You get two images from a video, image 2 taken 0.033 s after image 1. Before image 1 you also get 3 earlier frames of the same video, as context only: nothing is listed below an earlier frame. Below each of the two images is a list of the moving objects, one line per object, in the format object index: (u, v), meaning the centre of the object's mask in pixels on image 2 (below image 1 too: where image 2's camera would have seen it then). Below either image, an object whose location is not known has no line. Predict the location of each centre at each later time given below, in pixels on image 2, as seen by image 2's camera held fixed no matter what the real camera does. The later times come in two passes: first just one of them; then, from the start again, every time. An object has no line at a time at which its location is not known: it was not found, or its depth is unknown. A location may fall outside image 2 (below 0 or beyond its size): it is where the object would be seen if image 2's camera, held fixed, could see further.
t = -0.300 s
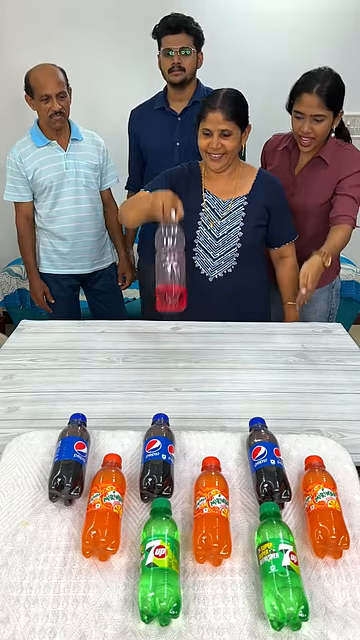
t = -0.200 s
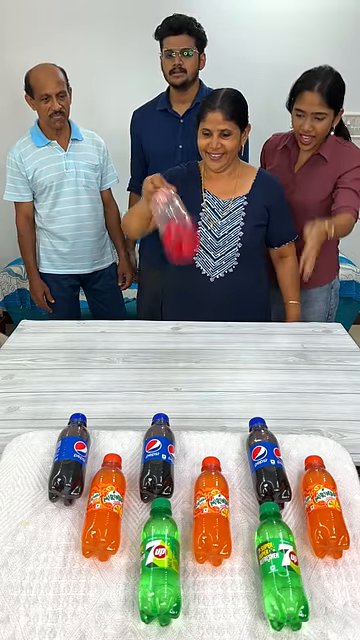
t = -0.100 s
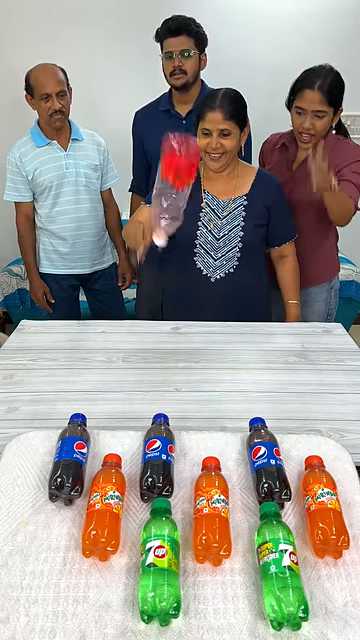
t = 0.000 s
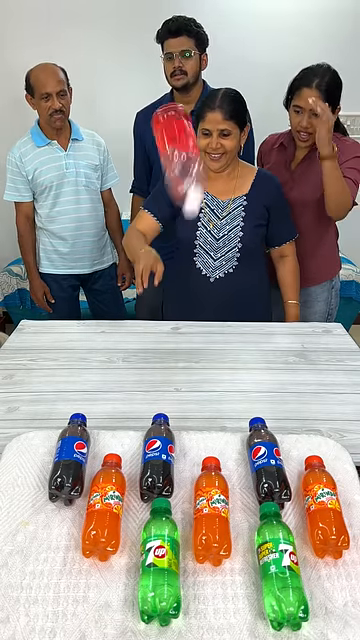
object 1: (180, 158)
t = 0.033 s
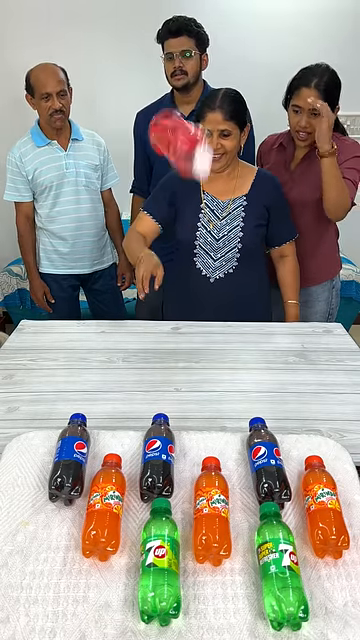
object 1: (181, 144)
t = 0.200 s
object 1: (175, 198)
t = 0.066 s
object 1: (181, 137)
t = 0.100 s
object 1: (180, 141)
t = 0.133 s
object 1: (178, 152)
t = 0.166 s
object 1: (177, 172)
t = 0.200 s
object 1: (175, 198)
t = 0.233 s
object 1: (174, 230)
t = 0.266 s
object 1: (172, 263)
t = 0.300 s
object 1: (170, 297)
